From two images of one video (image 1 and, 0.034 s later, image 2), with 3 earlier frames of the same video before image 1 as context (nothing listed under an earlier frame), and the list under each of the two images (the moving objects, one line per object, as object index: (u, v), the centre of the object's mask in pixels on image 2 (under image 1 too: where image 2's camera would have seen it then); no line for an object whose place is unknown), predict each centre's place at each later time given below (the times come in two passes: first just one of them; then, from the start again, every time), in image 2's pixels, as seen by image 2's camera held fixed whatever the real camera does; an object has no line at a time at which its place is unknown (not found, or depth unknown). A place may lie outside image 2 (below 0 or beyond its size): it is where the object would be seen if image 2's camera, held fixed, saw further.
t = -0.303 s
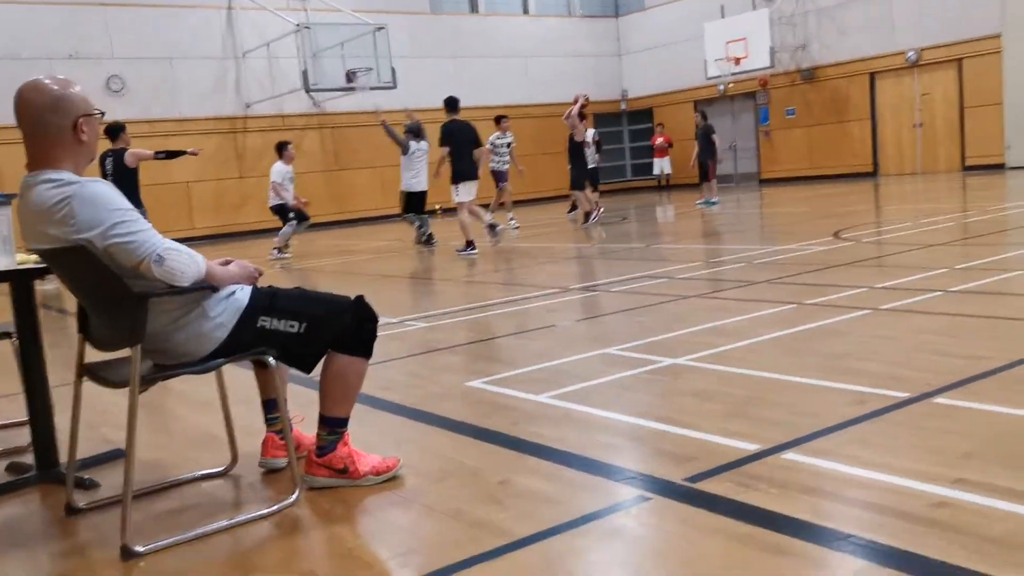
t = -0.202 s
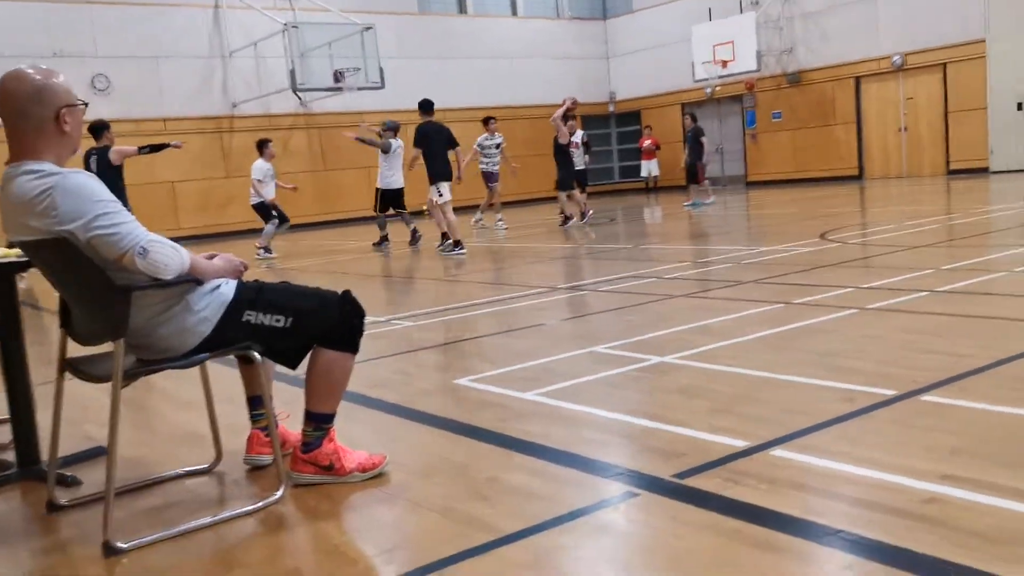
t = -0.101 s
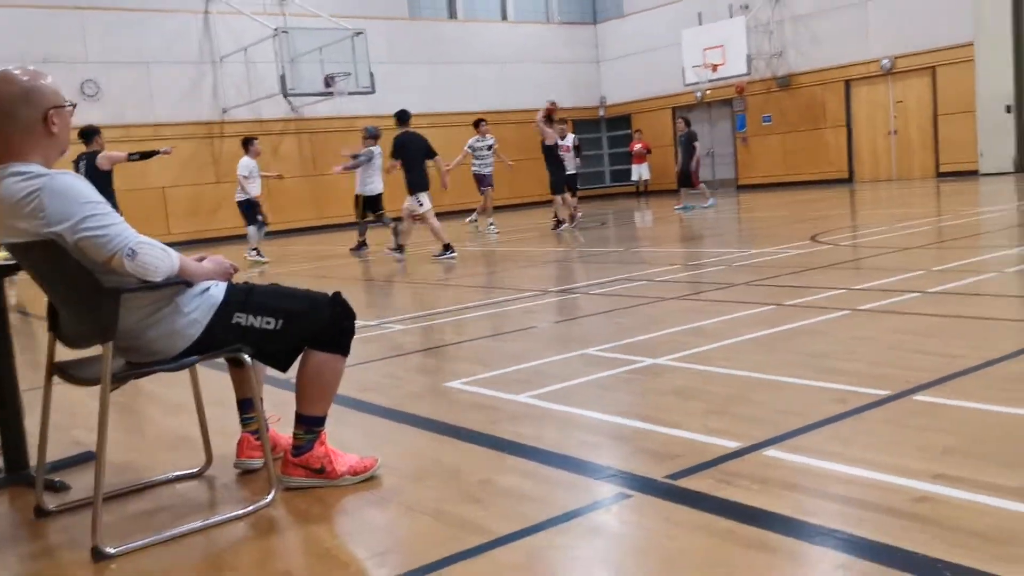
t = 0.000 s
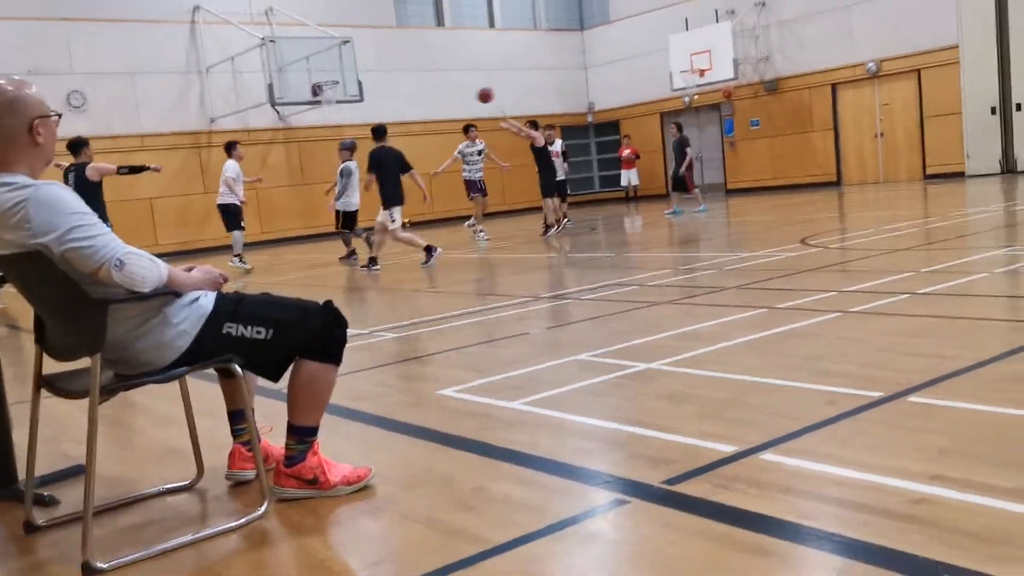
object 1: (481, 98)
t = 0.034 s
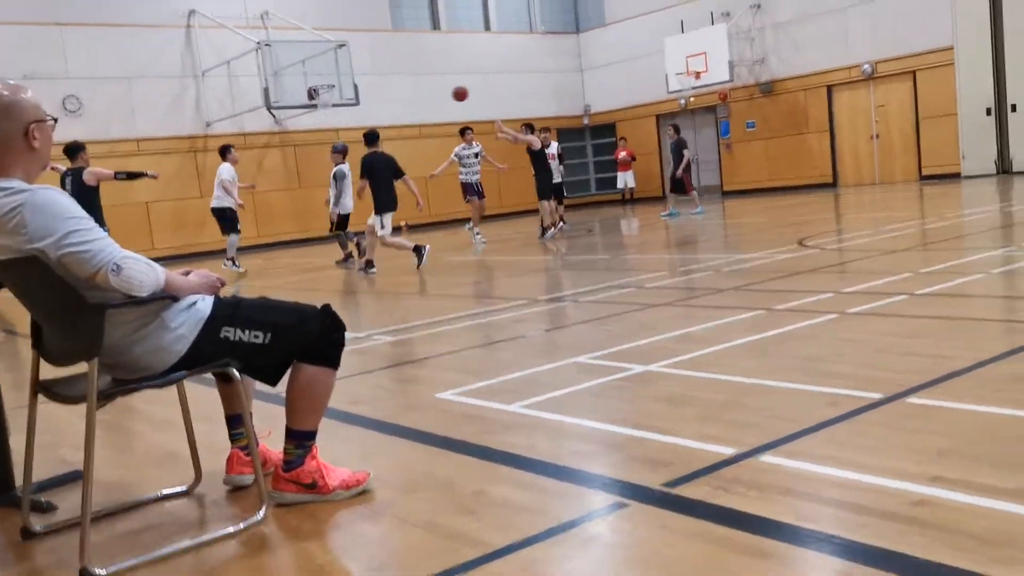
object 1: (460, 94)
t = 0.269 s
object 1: (320, 84)
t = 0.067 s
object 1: (439, 90)
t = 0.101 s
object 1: (419, 87)
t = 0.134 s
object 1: (399, 84)
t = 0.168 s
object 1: (379, 83)
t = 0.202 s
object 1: (359, 82)
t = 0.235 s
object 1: (340, 83)
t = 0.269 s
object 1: (320, 84)
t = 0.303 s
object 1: (301, 85)
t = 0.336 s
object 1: (282, 87)
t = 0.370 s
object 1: (263, 91)
